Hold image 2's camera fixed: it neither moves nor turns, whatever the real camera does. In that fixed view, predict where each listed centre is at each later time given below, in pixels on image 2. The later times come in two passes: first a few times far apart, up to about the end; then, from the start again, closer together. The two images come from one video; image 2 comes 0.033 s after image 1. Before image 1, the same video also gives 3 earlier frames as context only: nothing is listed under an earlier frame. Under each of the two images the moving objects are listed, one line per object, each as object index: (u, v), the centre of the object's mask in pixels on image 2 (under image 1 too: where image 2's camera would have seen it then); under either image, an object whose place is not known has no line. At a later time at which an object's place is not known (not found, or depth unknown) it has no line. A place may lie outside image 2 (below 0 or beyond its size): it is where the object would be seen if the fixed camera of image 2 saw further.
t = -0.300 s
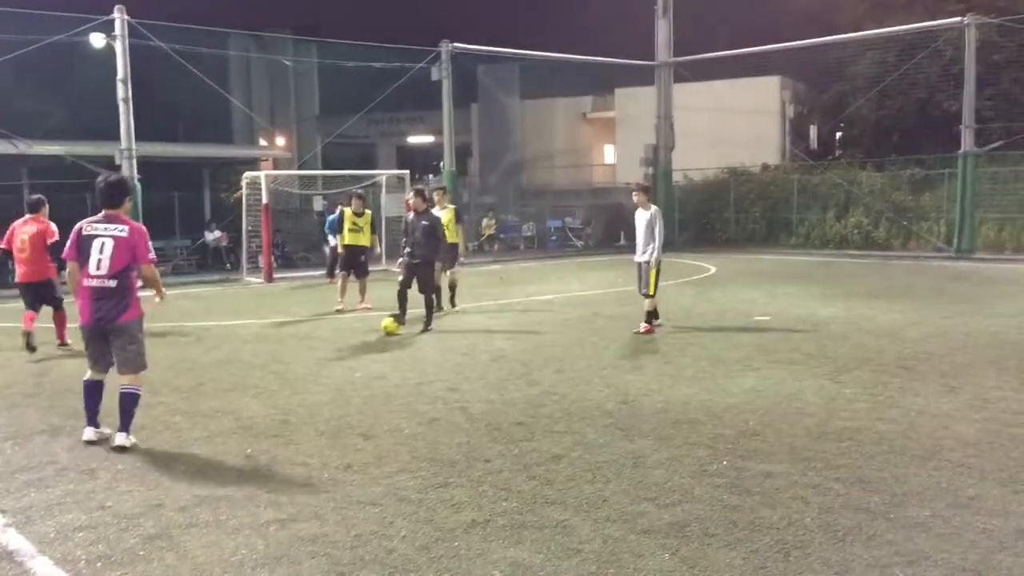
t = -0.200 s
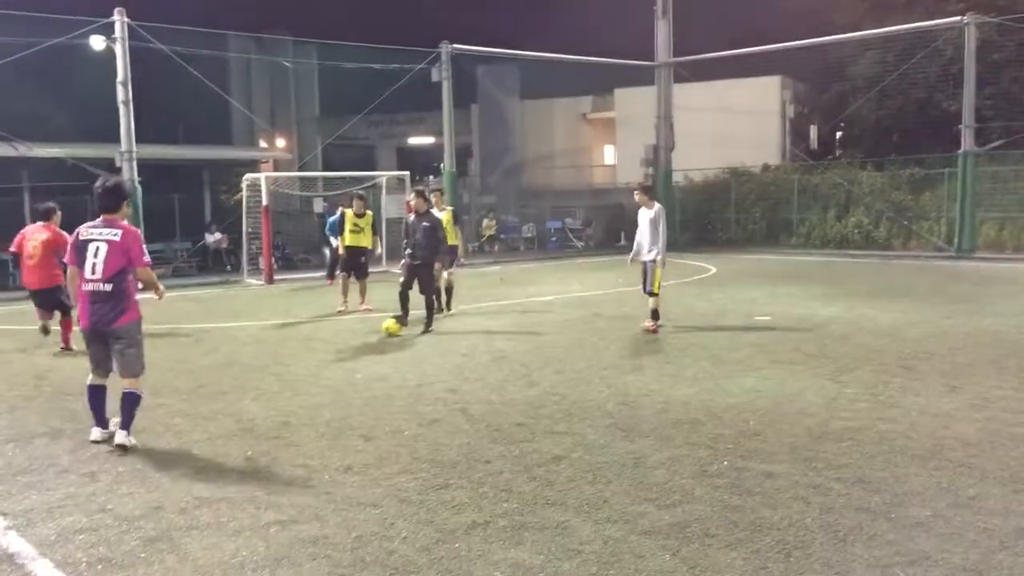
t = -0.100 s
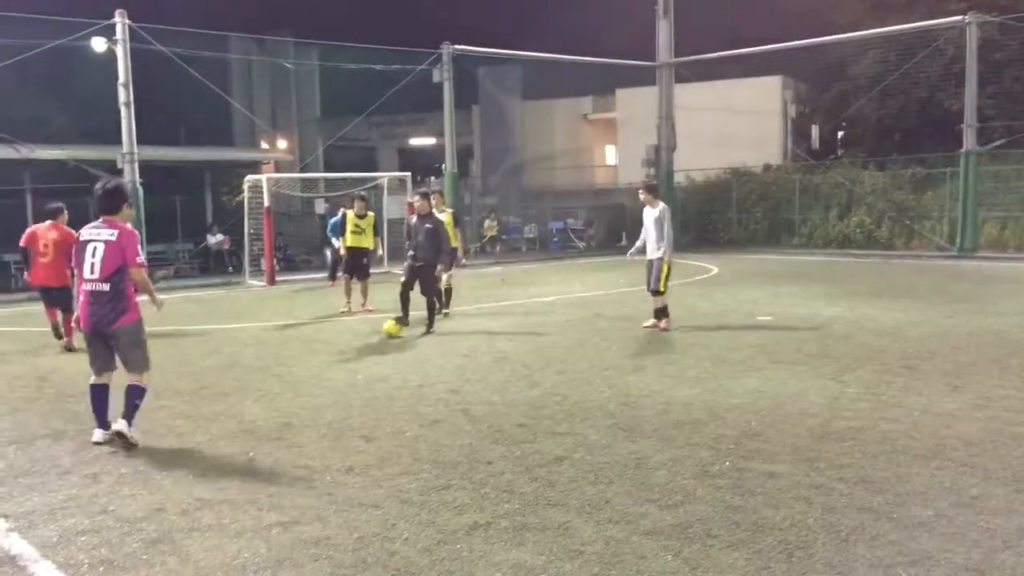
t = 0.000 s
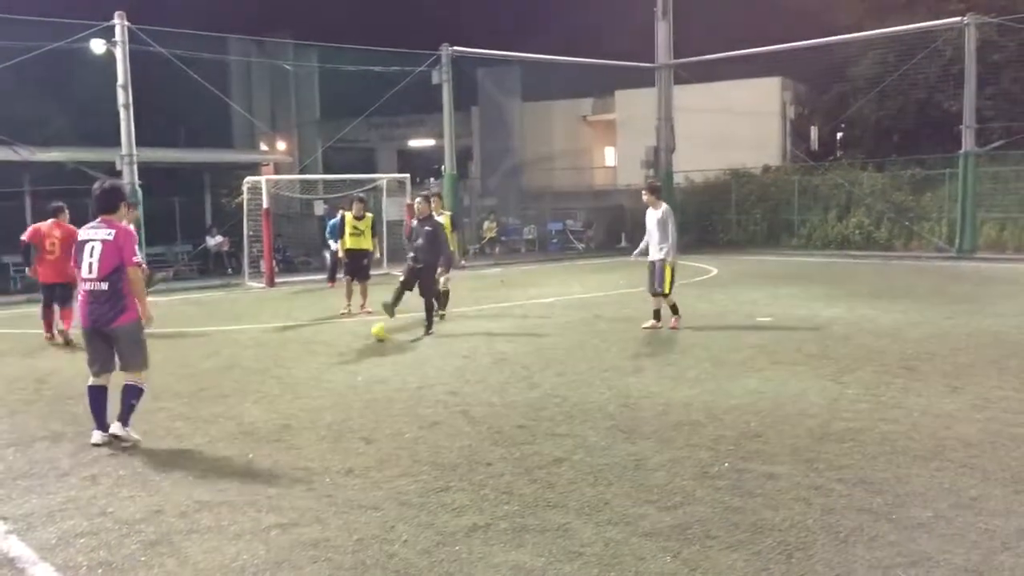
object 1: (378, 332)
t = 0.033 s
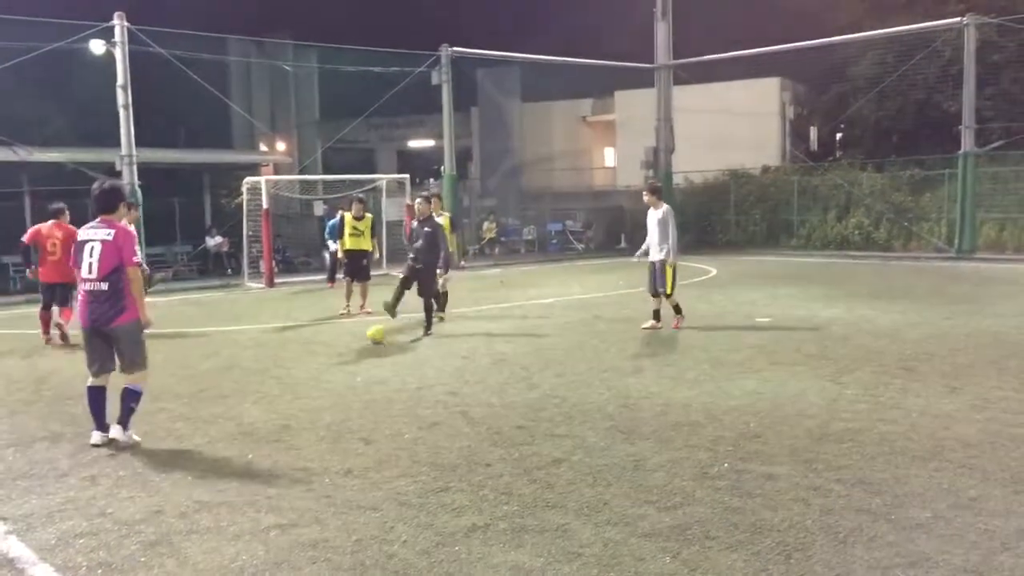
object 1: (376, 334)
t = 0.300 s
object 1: (348, 343)
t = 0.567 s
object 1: (315, 352)
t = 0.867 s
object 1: (276, 364)
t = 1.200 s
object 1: (223, 379)
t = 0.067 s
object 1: (373, 335)
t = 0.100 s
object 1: (368, 336)
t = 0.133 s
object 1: (366, 336)
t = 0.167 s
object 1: (362, 337)
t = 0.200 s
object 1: (357, 339)
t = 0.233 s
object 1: (355, 339)
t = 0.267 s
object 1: (352, 341)
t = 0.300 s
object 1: (348, 343)
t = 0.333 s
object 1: (343, 344)
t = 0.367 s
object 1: (339, 345)
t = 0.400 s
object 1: (335, 346)
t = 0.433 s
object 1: (331, 347)
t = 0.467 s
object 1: (328, 348)
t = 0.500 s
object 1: (324, 349)
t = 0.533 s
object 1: (320, 351)
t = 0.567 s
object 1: (315, 352)
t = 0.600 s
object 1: (311, 354)
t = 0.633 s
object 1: (307, 355)
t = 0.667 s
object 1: (303, 357)
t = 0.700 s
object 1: (298, 358)
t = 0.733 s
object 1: (293, 358)
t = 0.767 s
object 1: (289, 360)
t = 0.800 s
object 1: (285, 360)
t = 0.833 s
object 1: (281, 362)
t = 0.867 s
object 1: (276, 364)
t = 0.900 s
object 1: (271, 365)
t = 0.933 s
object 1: (266, 366)
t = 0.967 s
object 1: (260, 368)
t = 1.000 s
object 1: (255, 369)
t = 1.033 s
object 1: (251, 371)
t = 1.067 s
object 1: (245, 372)
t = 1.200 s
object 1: (223, 379)
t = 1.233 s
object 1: (218, 380)
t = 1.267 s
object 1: (212, 382)
